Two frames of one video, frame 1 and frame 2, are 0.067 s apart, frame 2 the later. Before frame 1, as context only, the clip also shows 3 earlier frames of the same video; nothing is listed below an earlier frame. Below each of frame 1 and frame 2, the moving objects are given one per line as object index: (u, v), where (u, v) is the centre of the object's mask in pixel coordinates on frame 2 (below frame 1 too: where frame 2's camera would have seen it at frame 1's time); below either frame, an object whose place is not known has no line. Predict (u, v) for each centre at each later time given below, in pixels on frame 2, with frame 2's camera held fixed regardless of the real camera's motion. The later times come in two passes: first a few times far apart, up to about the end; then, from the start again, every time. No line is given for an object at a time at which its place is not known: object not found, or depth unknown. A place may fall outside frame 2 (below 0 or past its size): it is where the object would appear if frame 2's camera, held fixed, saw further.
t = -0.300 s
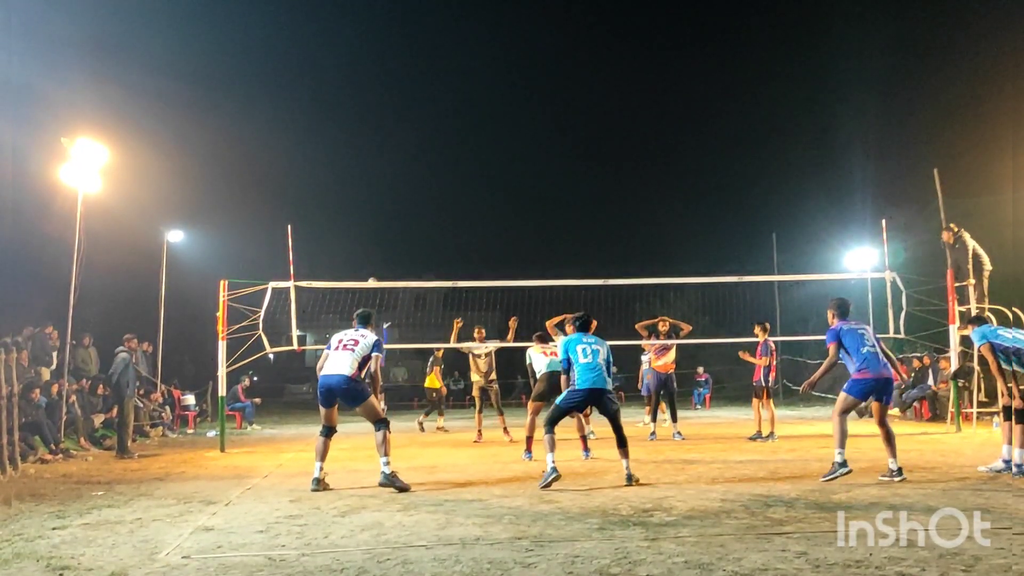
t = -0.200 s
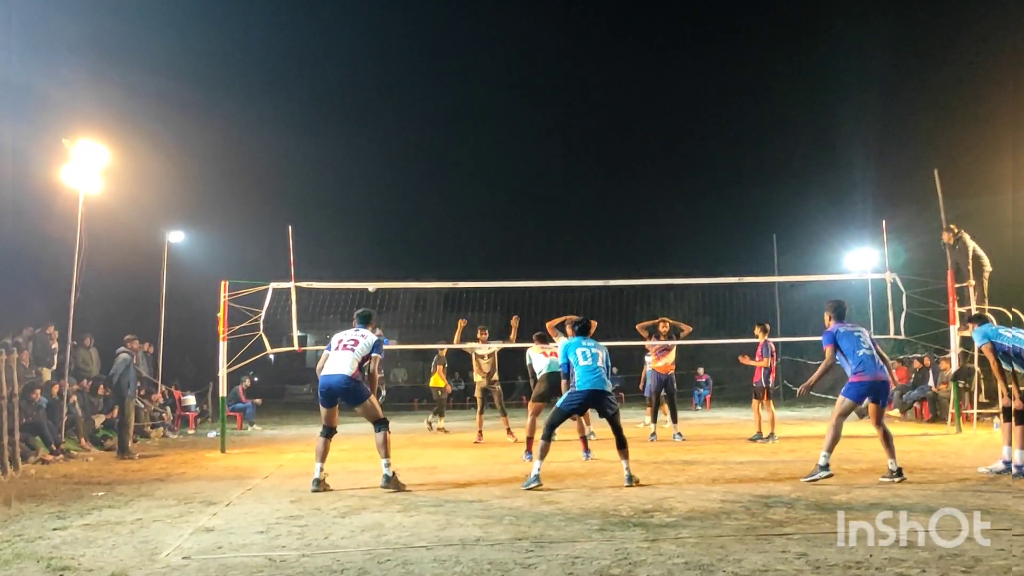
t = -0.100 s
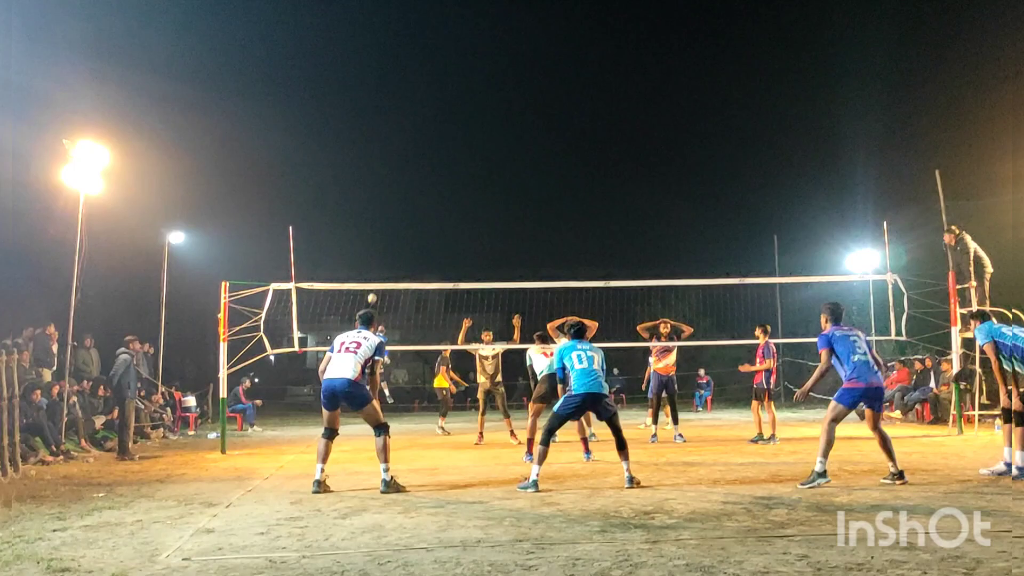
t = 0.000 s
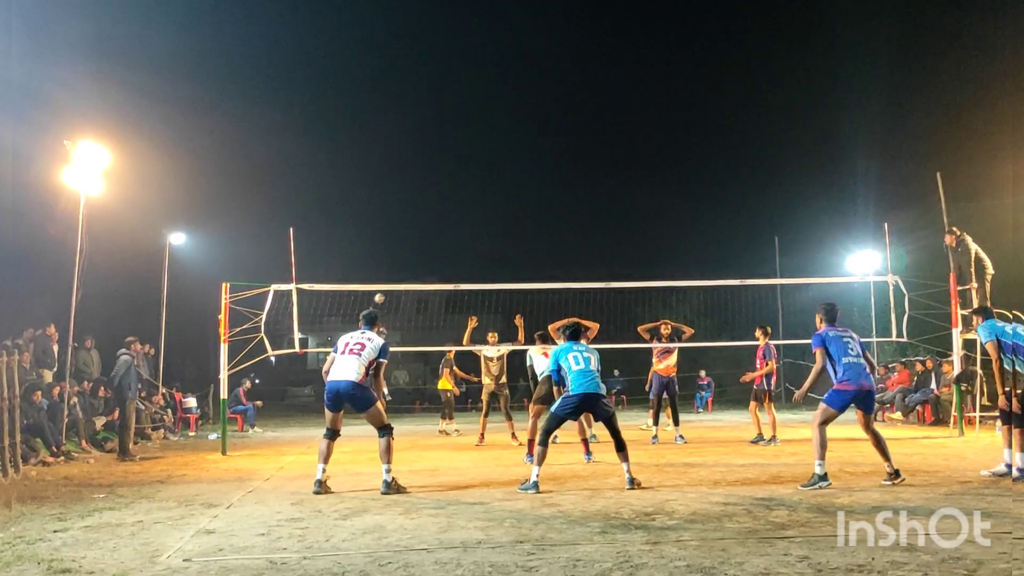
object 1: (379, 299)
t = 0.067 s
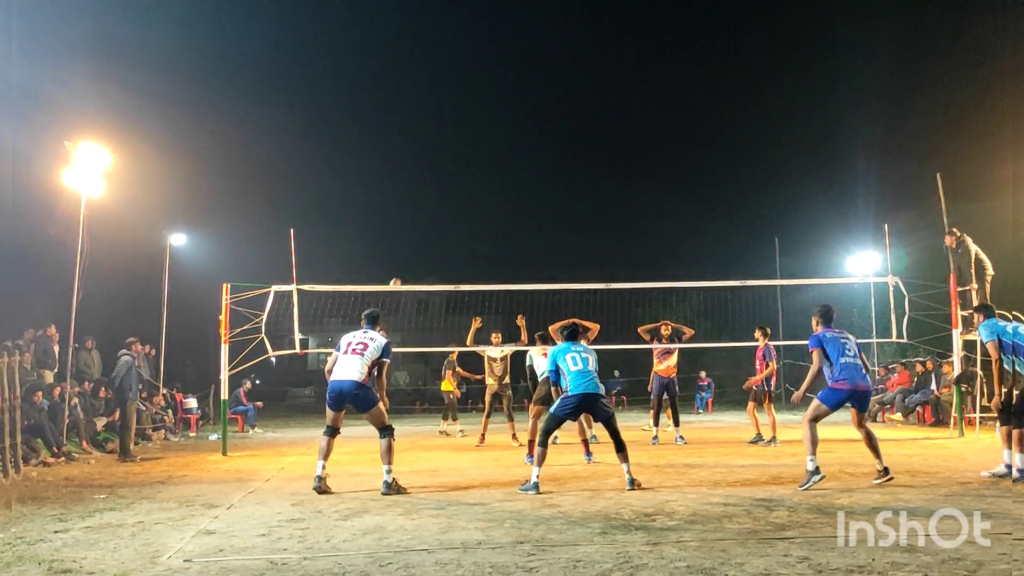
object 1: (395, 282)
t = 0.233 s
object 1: (448, 255)
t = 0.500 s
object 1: (605, 255)
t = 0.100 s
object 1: (404, 277)
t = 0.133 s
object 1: (413, 271)
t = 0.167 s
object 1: (424, 265)
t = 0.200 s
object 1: (435, 260)
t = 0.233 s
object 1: (448, 255)
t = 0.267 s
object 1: (462, 251)
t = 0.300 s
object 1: (478, 249)
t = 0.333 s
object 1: (494, 247)
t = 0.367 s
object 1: (512, 246)
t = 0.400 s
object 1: (533, 246)
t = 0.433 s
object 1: (555, 248)
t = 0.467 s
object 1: (579, 251)
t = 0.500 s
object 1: (605, 255)
